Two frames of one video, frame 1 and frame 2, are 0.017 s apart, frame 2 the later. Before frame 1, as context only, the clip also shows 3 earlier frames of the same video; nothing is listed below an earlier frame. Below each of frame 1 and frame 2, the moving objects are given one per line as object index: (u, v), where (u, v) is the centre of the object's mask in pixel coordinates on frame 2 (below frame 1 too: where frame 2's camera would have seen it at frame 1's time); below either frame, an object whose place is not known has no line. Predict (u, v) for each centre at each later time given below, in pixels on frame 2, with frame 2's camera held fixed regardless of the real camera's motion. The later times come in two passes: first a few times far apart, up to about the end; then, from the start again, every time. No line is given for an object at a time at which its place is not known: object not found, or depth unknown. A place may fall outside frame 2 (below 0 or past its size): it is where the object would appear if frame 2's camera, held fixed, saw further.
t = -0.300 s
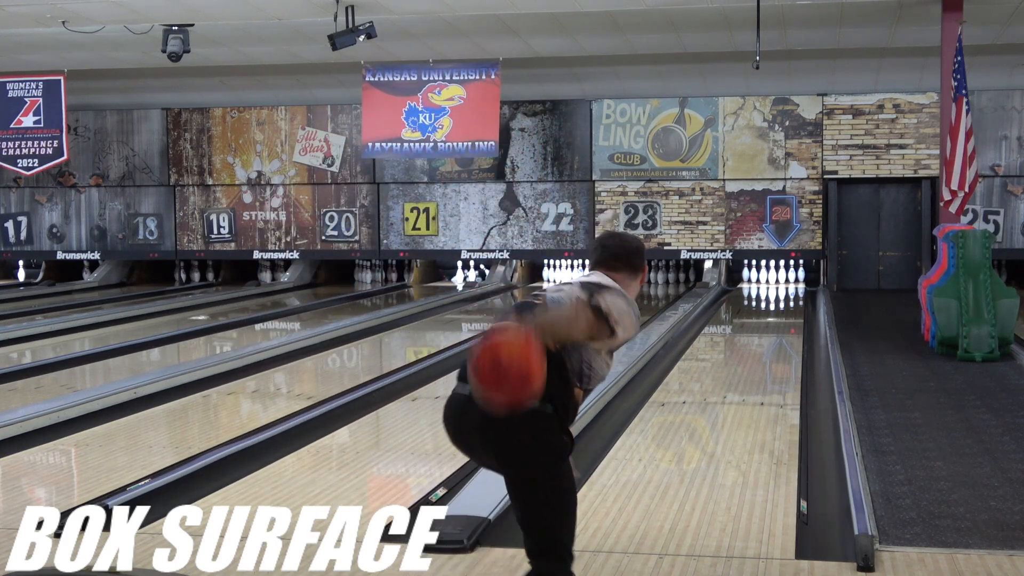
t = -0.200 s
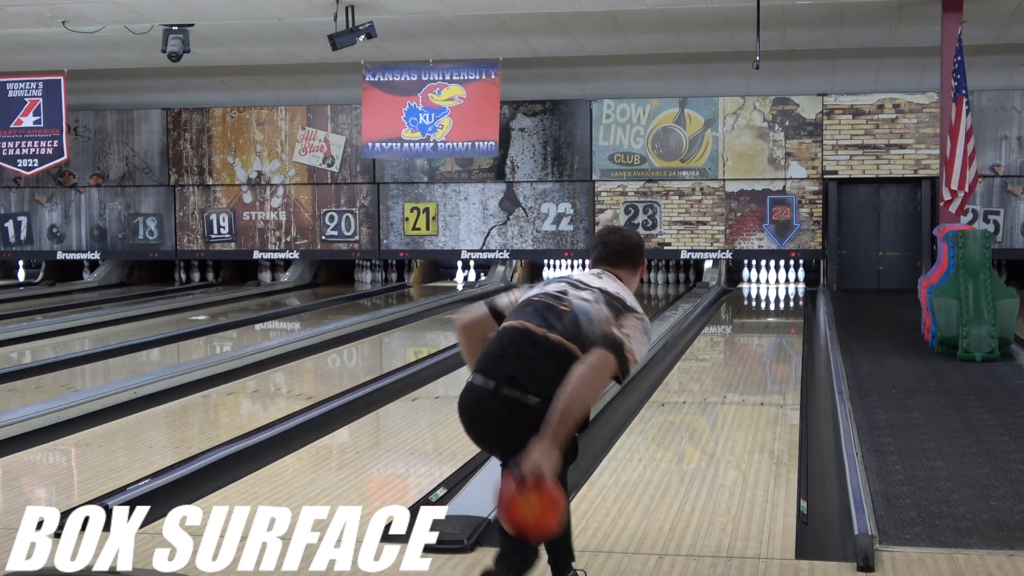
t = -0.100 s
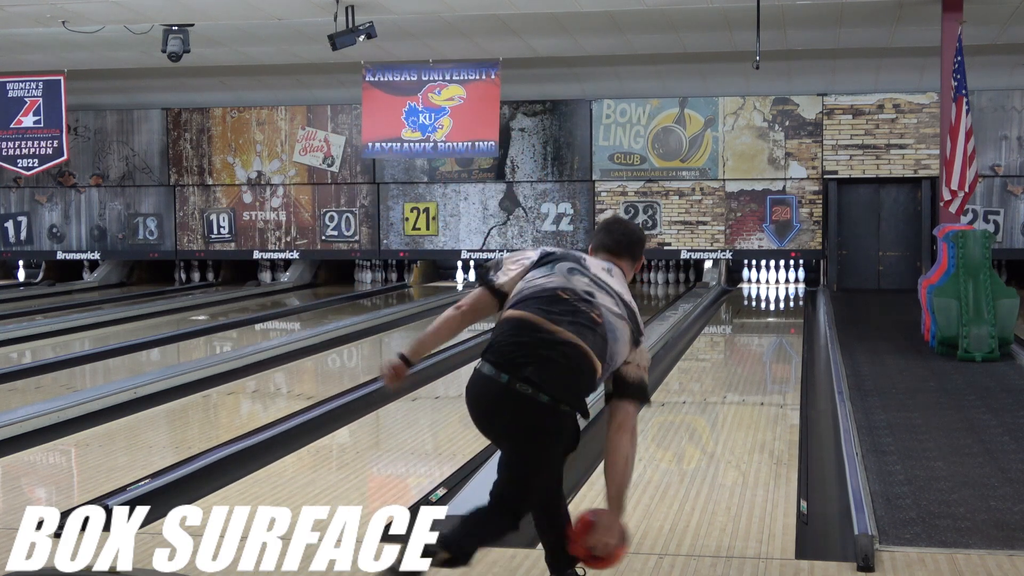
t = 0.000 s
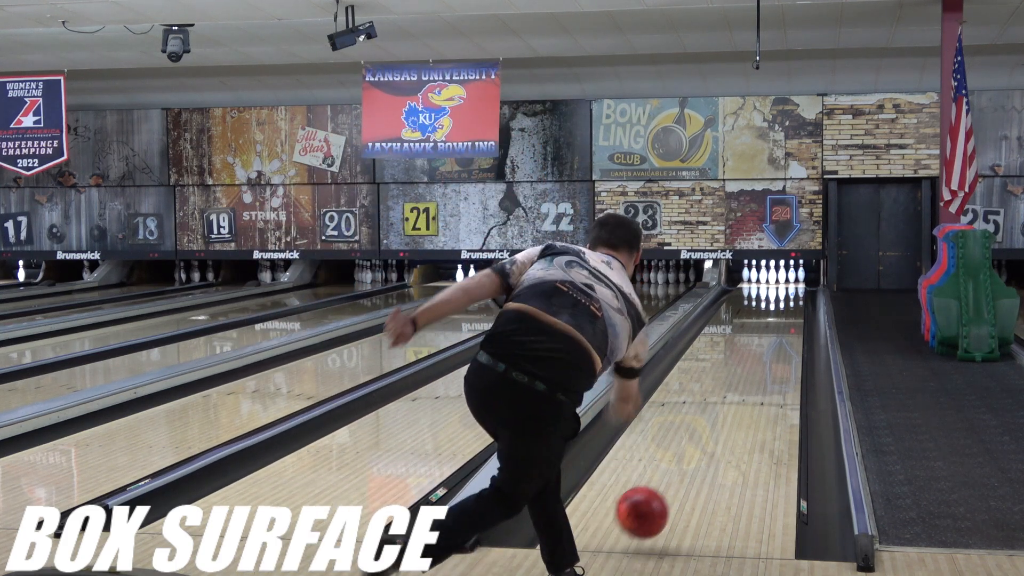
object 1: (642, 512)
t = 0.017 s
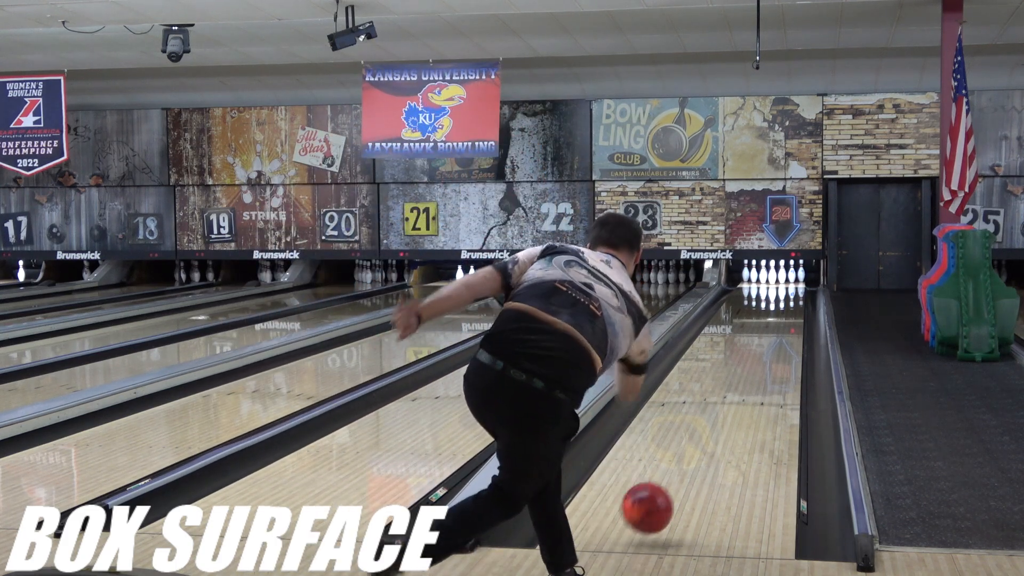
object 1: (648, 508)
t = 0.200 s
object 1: (693, 458)
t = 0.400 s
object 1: (726, 412)
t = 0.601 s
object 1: (749, 380)
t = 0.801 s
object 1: (765, 356)
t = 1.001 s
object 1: (777, 338)
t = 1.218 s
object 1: (785, 323)
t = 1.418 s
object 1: (791, 311)
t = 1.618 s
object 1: (793, 302)
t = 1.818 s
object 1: (793, 294)
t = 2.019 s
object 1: (790, 287)
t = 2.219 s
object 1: (784, 281)
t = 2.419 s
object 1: (782, 276)
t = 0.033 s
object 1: (653, 504)
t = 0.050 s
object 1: (657, 501)
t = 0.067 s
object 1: (662, 499)
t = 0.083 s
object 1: (667, 495)
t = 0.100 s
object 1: (671, 487)
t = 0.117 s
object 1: (675, 482)
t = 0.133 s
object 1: (679, 476)
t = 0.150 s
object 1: (683, 471)
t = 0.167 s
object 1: (687, 467)
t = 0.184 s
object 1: (690, 463)
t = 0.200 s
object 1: (693, 458)
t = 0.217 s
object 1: (697, 454)
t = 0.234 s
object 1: (700, 450)
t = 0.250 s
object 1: (703, 445)
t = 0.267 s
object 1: (706, 441)
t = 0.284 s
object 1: (709, 437)
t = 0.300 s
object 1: (712, 433)
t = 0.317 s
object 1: (714, 430)
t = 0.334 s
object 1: (717, 426)
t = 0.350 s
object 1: (719, 423)
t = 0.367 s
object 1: (722, 419)
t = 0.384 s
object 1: (724, 416)
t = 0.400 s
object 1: (726, 412)
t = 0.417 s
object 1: (729, 409)
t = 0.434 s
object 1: (731, 406)
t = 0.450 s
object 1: (733, 403)
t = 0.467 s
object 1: (735, 400)
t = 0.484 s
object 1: (737, 398)
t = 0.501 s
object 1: (739, 395)
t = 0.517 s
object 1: (741, 392)
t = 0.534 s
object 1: (742, 390)
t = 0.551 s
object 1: (744, 387)
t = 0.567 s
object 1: (746, 385)
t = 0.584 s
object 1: (747, 382)
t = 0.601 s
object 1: (749, 380)
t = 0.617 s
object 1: (751, 378)
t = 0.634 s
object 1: (752, 376)
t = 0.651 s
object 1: (754, 374)
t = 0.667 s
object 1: (755, 372)
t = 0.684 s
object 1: (756, 370)
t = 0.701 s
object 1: (758, 367)
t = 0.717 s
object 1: (759, 365)
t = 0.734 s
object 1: (760, 363)
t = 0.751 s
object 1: (762, 362)
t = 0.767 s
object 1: (763, 360)
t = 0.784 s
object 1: (764, 358)
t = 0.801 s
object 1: (765, 356)
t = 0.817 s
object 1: (766, 355)
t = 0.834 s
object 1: (767, 353)
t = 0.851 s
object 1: (768, 351)
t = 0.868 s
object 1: (769, 350)
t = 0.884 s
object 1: (771, 348)
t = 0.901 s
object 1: (772, 347)
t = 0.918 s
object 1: (772, 345)
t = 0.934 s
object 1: (773, 344)
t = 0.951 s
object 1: (774, 343)
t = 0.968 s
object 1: (775, 341)
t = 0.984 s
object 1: (776, 339)
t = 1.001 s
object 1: (777, 338)
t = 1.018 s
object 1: (777, 337)
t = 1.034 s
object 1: (778, 335)
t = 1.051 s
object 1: (779, 334)
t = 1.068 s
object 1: (780, 333)
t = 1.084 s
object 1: (781, 332)
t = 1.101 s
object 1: (781, 330)
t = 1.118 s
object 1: (782, 329)
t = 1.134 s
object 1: (783, 328)
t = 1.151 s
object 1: (783, 327)
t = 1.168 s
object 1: (784, 326)
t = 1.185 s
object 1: (784, 325)
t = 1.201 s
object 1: (785, 324)
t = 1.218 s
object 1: (785, 323)
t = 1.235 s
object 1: (786, 322)
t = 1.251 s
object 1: (787, 321)
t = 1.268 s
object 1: (787, 319)
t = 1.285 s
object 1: (788, 318)
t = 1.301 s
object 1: (788, 317)
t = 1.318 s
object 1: (788, 316)
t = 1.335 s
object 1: (789, 316)
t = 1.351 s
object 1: (789, 314)
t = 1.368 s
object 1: (790, 313)
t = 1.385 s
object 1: (790, 313)
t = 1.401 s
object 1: (791, 312)
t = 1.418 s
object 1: (791, 311)
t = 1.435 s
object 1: (790, 310)
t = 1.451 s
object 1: (792, 310)
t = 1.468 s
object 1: (792, 309)
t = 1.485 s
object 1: (792, 308)
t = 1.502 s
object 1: (792, 307)
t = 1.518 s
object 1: (792, 306)
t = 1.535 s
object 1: (792, 305)
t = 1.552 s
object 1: (792, 304)
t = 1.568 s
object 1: (793, 304)
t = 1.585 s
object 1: (793, 303)
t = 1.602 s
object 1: (793, 302)
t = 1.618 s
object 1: (793, 302)
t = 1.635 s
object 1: (793, 301)
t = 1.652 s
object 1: (793, 300)
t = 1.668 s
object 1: (793, 300)
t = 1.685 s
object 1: (793, 299)
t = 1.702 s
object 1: (793, 298)
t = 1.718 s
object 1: (794, 298)
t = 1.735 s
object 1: (793, 297)
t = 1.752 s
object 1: (793, 296)
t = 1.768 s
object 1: (793, 296)
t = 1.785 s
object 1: (793, 295)
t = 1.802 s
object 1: (793, 295)
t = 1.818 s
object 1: (793, 294)
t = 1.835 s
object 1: (793, 293)
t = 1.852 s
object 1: (793, 292)
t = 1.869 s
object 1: (792, 292)
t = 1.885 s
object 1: (792, 291)
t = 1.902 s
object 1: (792, 291)
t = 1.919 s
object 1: (792, 290)
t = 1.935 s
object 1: (792, 290)
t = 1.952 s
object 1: (791, 289)
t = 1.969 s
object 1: (791, 289)
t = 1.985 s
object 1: (791, 288)
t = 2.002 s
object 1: (790, 288)
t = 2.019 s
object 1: (790, 287)
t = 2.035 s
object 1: (790, 287)
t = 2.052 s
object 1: (790, 286)
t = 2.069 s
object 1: (789, 286)
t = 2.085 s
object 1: (789, 285)
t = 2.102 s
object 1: (788, 285)
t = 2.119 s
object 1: (787, 284)
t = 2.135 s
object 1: (787, 283)
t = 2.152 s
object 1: (786, 283)
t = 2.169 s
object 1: (785, 283)
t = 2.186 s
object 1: (785, 282)
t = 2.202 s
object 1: (784, 282)
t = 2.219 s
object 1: (784, 281)
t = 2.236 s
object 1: (783, 281)
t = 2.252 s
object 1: (783, 280)
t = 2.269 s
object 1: (782, 280)
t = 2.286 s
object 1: (781, 280)
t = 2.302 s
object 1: (781, 279)
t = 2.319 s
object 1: (781, 278)
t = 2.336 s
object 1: (780, 278)
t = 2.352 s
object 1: (780, 278)
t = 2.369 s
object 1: (781, 277)
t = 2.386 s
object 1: (782, 277)
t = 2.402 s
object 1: (782, 277)
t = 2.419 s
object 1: (782, 276)
